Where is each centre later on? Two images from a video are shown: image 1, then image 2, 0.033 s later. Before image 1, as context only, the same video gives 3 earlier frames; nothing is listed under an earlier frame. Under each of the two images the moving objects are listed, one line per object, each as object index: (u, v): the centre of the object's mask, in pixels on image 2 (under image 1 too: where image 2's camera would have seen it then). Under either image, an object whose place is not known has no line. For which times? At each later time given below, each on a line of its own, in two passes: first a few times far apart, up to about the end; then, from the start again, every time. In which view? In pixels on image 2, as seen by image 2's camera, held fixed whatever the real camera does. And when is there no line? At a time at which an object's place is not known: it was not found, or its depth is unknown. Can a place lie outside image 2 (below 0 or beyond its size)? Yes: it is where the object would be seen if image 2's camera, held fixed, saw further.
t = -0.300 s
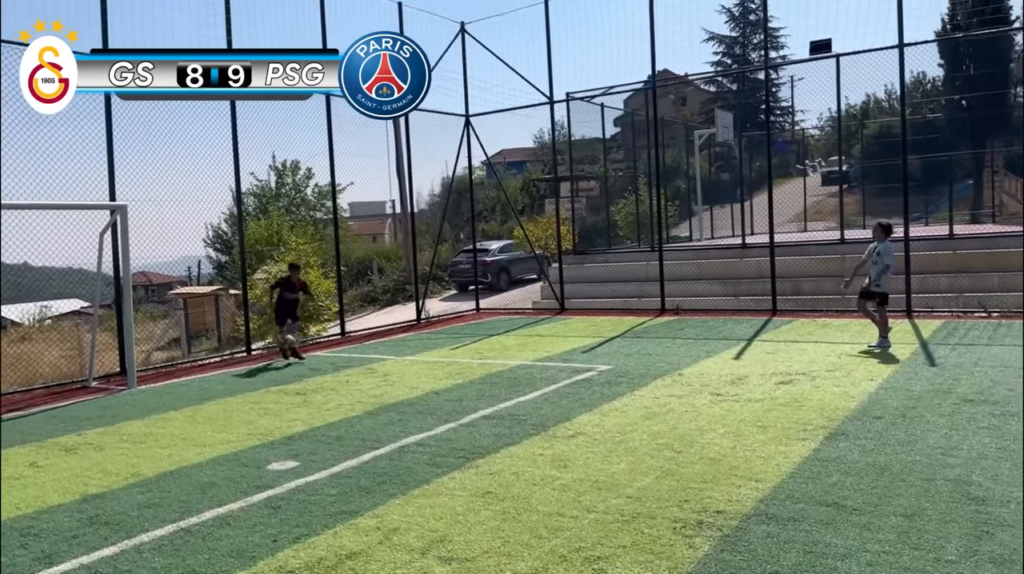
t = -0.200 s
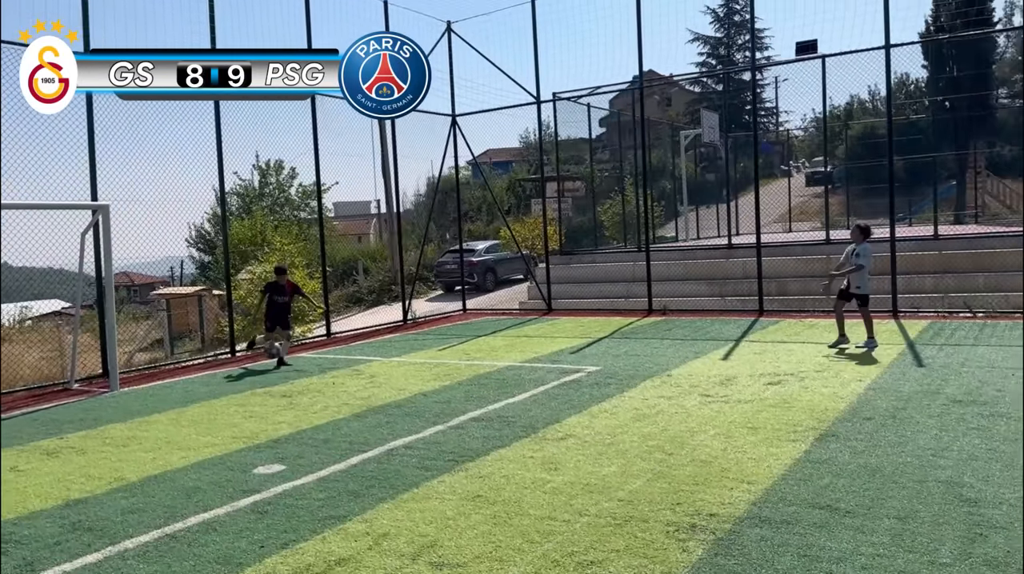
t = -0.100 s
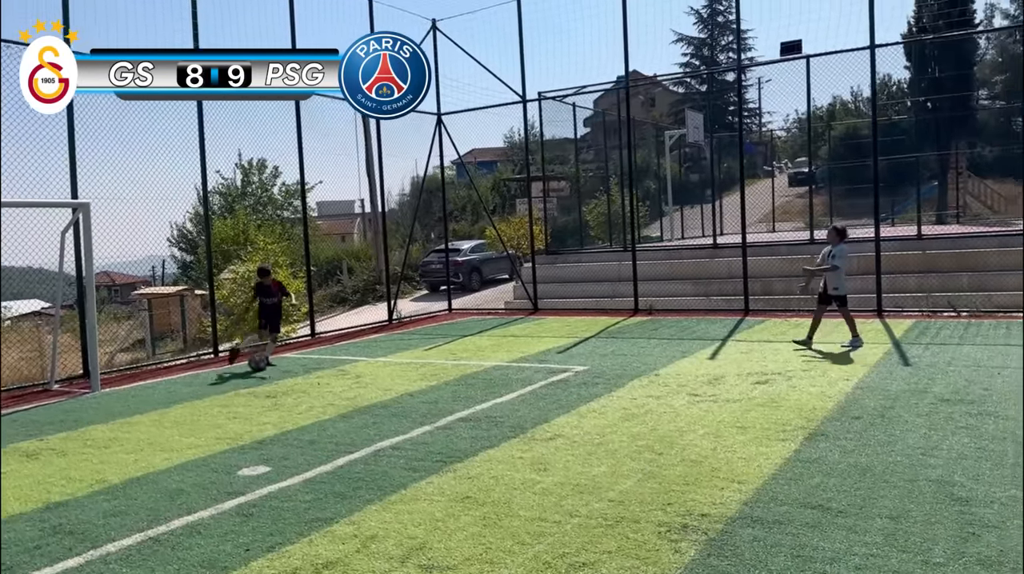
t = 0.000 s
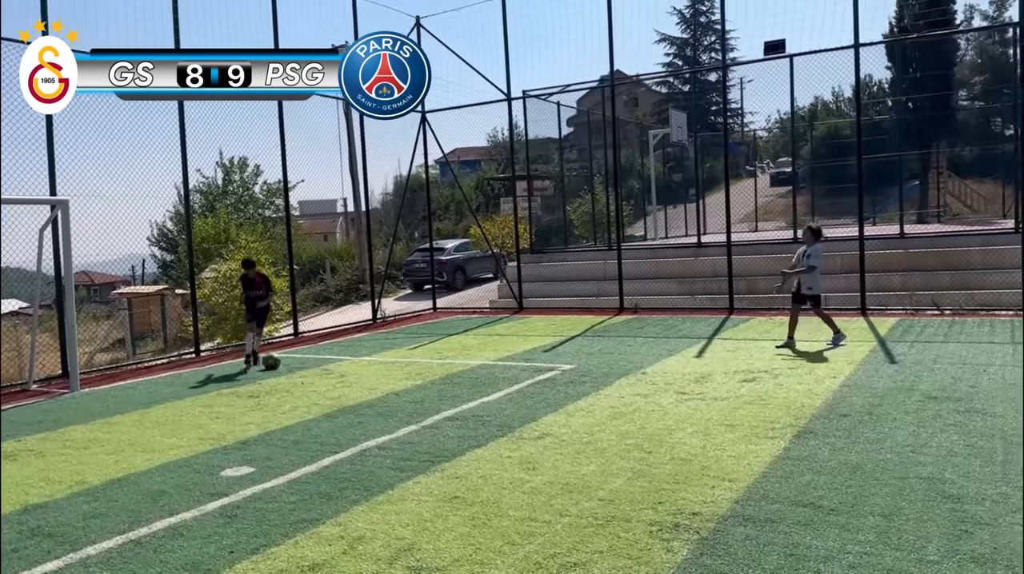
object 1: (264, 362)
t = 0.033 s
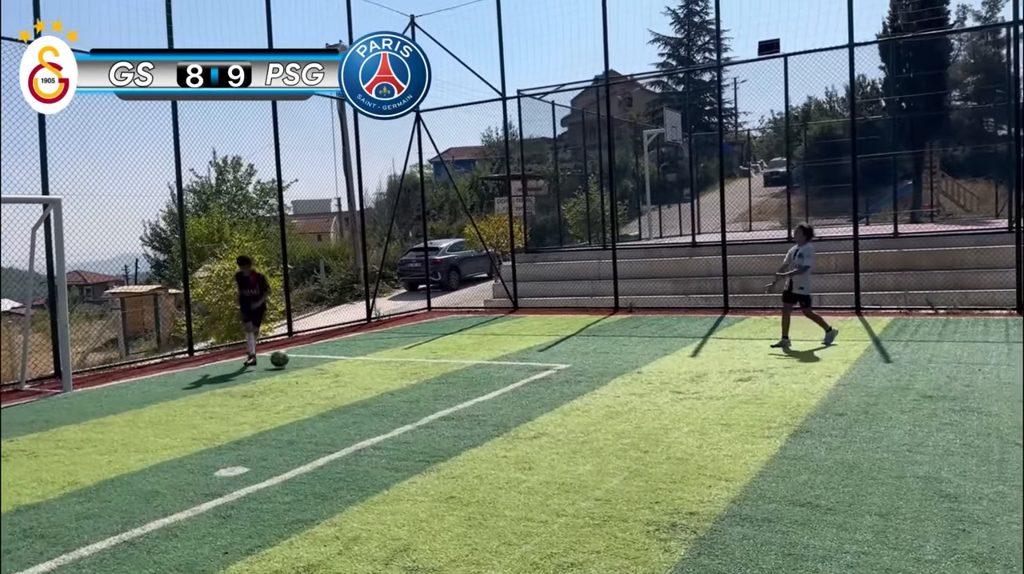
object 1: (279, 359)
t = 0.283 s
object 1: (376, 355)
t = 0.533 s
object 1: (454, 353)
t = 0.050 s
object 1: (286, 358)
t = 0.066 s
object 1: (293, 357)
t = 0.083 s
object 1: (299, 356)
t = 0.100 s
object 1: (306, 355)
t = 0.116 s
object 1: (313, 355)
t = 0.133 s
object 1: (320, 355)
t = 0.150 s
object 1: (327, 356)
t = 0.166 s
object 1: (334, 356)
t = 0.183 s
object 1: (340, 357)
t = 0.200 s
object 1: (348, 358)
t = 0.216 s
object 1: (354, 357)
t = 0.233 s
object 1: (359, 356)
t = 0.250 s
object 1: (365, 355)
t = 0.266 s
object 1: (370, 355)
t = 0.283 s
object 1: (376, 355)
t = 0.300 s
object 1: (382, 355)
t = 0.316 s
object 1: (387, 355)
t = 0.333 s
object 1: (393, 356)
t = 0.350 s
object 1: (399, 356)
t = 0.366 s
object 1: (403, 355)
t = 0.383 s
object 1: (408, 355)
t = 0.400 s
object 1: (413, 354)
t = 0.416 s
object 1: (417, 354)
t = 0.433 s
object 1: (423, 354)
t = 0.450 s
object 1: (428, 354)
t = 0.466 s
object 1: (434, 355)
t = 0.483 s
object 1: (439, 354)
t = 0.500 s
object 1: (444, 353)
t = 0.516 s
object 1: (449, 353)
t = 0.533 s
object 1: (454, 353)
